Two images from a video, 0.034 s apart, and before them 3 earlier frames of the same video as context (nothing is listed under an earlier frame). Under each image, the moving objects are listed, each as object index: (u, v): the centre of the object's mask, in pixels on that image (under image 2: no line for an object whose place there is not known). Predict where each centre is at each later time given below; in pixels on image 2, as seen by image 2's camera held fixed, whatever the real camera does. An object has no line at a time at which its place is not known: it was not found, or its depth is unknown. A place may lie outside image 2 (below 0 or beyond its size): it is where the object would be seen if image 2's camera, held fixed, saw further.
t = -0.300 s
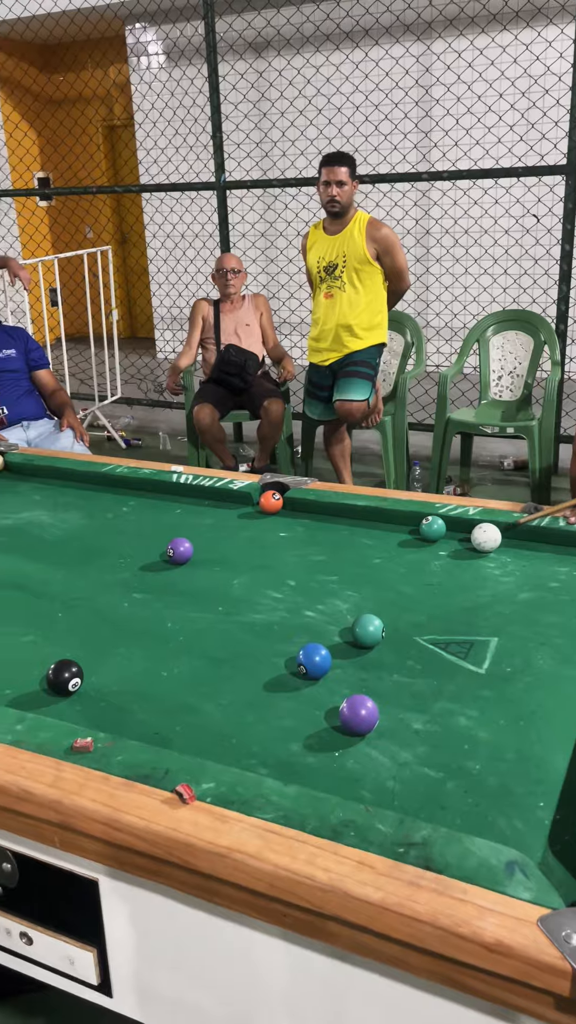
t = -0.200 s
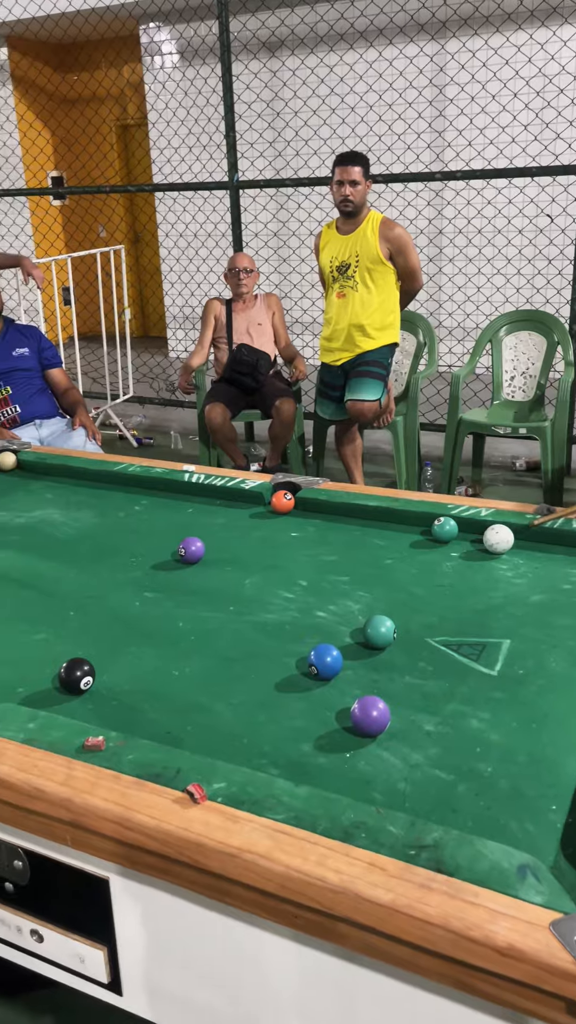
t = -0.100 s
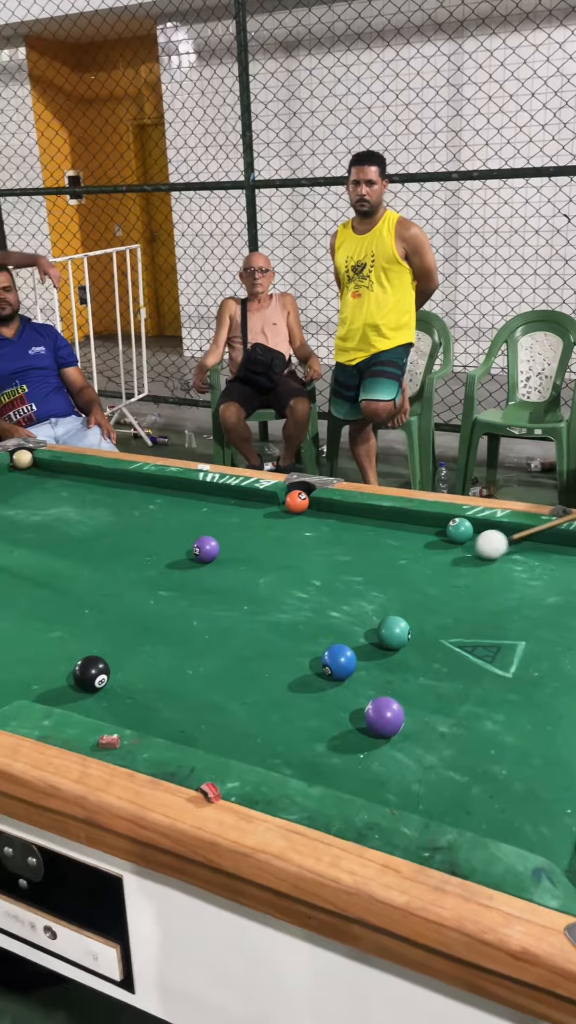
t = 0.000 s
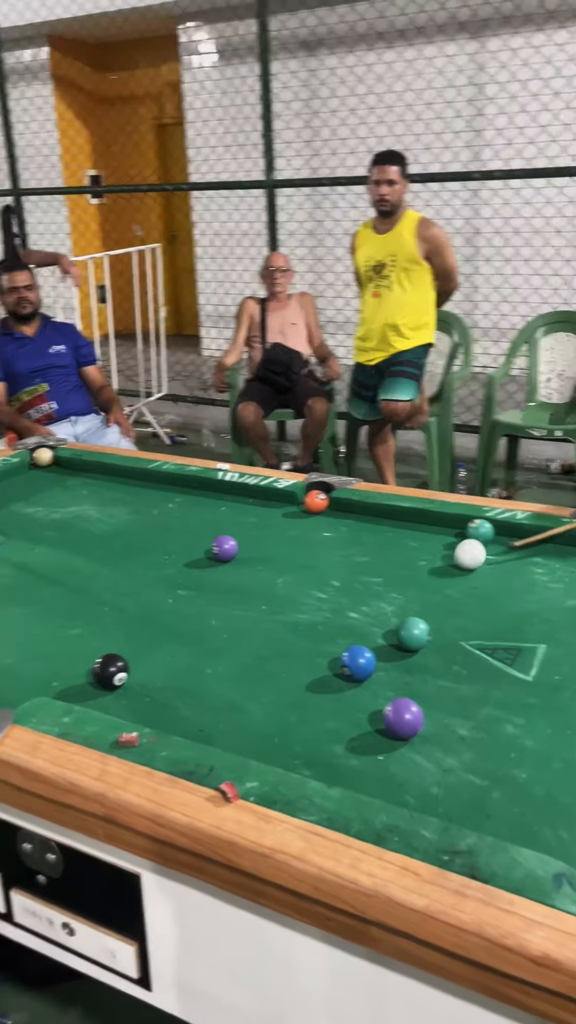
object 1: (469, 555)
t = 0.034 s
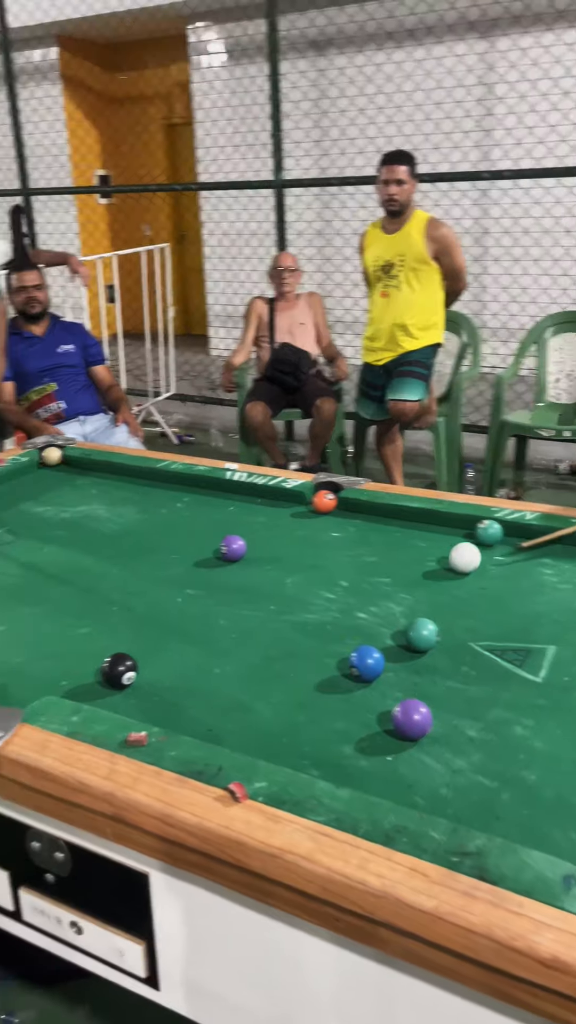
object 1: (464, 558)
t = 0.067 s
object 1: (451, 561)
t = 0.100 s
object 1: (436, 563)
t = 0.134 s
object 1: (422, 566)
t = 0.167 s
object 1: (408, 568)
